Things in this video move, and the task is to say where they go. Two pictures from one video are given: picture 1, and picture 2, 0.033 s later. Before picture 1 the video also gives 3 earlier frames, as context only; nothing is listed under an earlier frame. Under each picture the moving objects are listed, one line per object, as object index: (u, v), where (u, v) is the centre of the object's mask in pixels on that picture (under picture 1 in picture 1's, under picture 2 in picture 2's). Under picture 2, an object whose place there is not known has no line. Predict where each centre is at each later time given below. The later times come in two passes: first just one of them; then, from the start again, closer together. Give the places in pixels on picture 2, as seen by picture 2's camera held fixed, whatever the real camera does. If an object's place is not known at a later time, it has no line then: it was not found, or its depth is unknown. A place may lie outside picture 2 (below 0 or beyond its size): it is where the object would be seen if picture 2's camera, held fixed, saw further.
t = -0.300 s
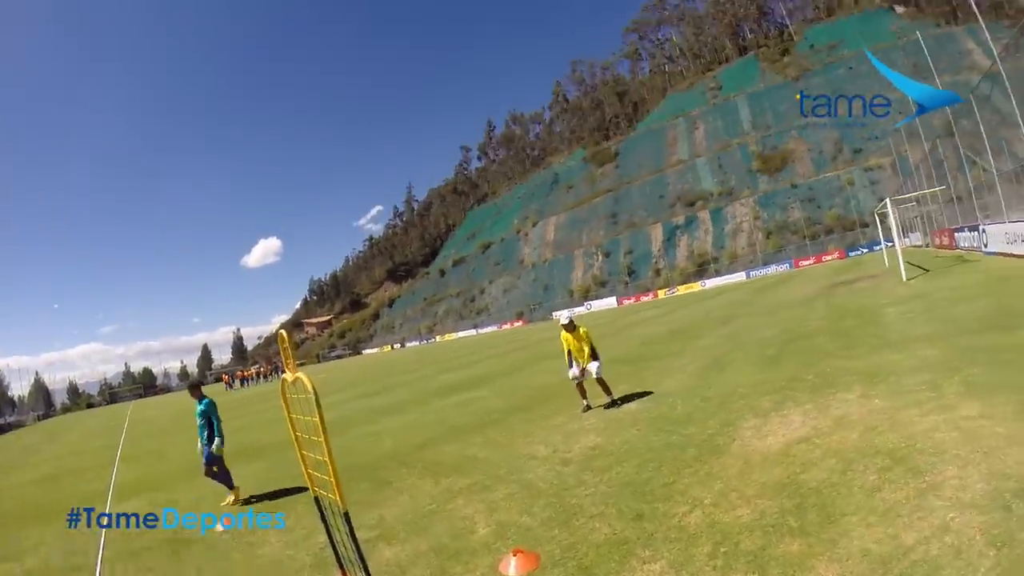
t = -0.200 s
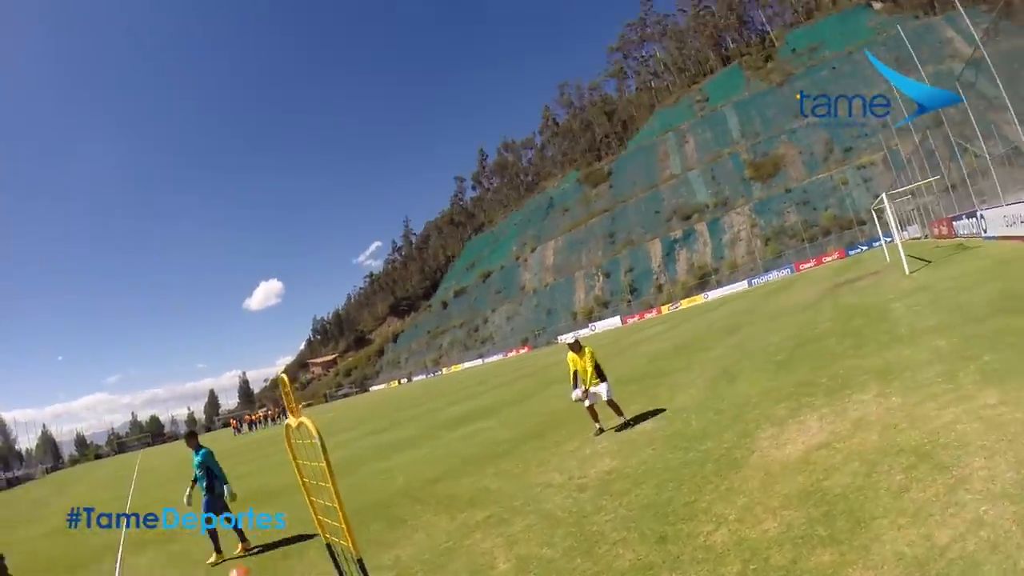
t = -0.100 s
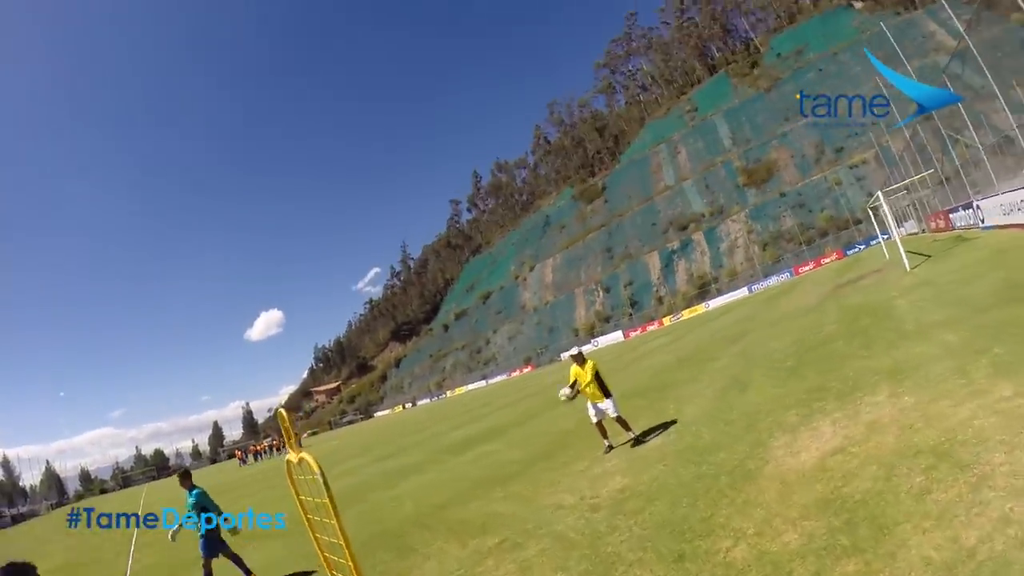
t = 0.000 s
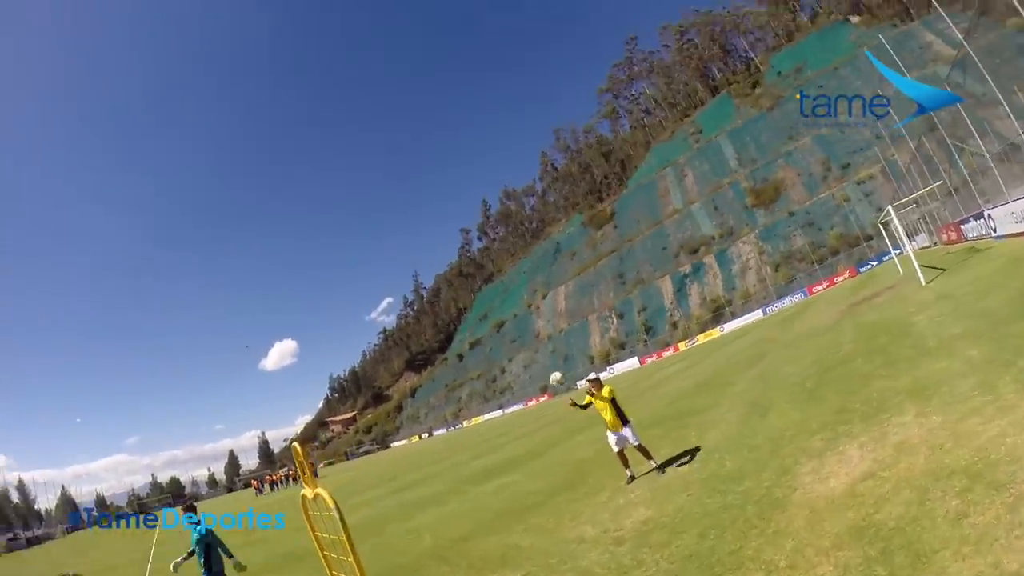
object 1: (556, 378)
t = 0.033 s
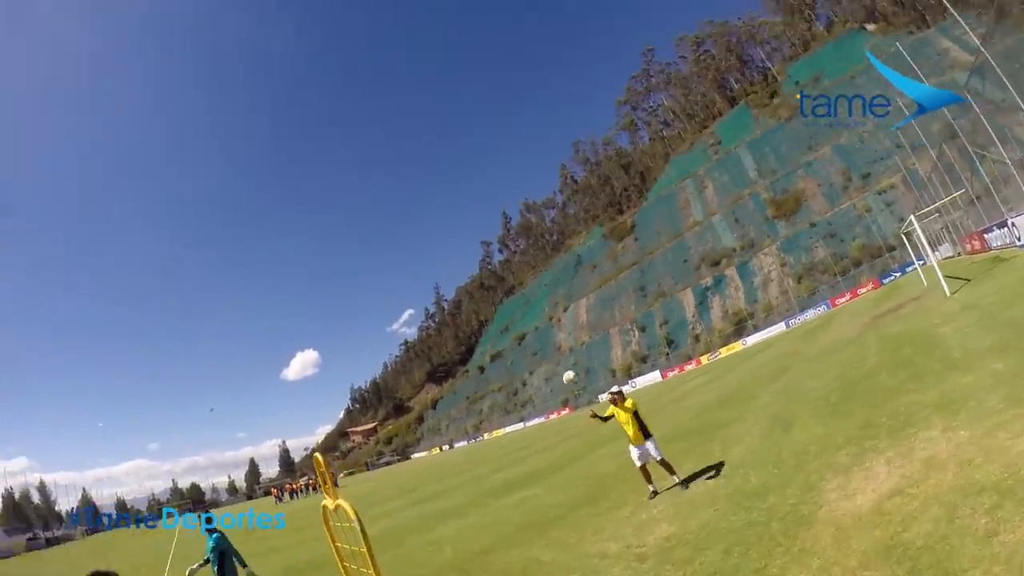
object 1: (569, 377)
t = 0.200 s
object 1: (529, 316)
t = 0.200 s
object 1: (529, 316)
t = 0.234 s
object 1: (523, 307)
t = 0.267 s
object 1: (517, 297)
